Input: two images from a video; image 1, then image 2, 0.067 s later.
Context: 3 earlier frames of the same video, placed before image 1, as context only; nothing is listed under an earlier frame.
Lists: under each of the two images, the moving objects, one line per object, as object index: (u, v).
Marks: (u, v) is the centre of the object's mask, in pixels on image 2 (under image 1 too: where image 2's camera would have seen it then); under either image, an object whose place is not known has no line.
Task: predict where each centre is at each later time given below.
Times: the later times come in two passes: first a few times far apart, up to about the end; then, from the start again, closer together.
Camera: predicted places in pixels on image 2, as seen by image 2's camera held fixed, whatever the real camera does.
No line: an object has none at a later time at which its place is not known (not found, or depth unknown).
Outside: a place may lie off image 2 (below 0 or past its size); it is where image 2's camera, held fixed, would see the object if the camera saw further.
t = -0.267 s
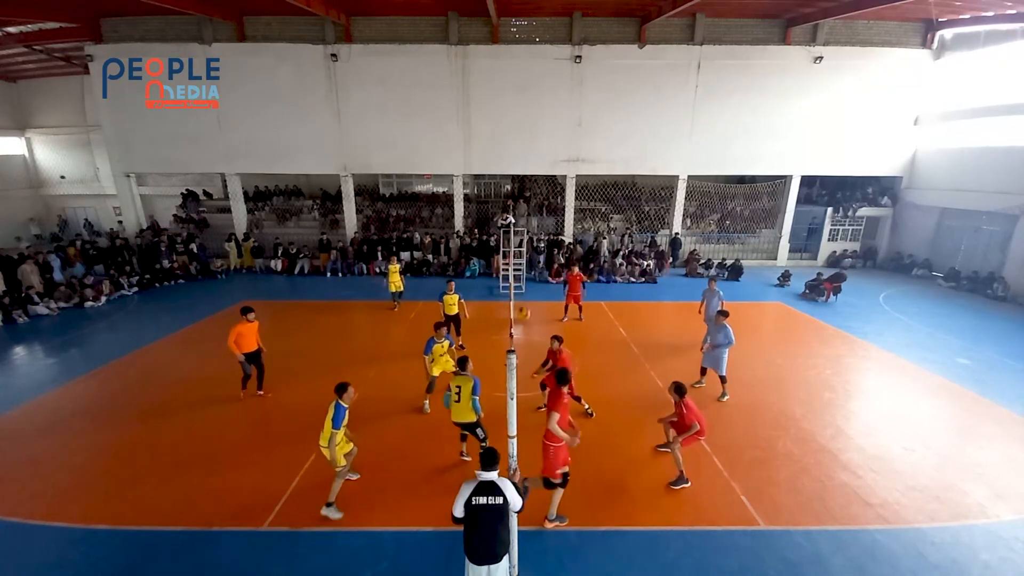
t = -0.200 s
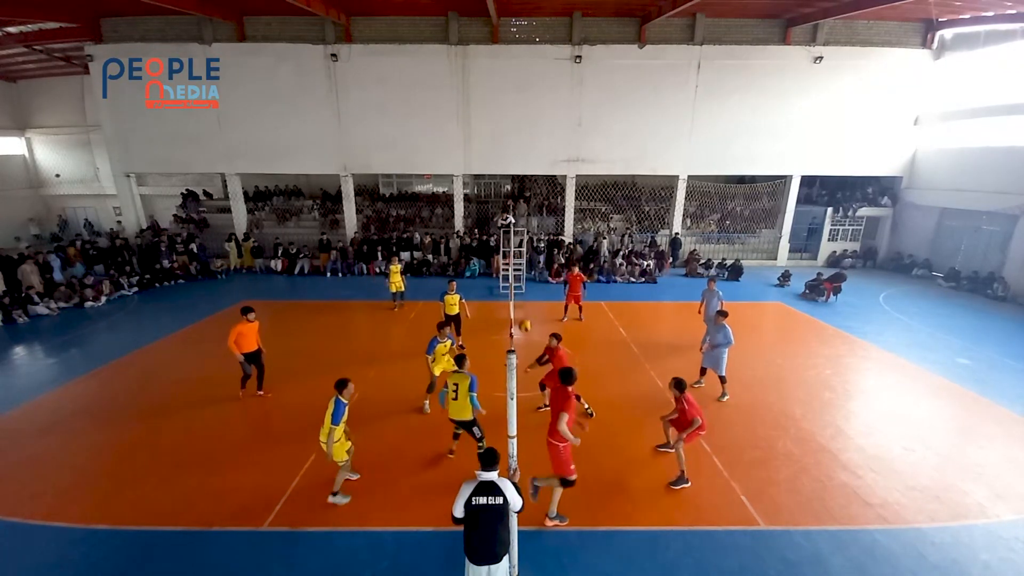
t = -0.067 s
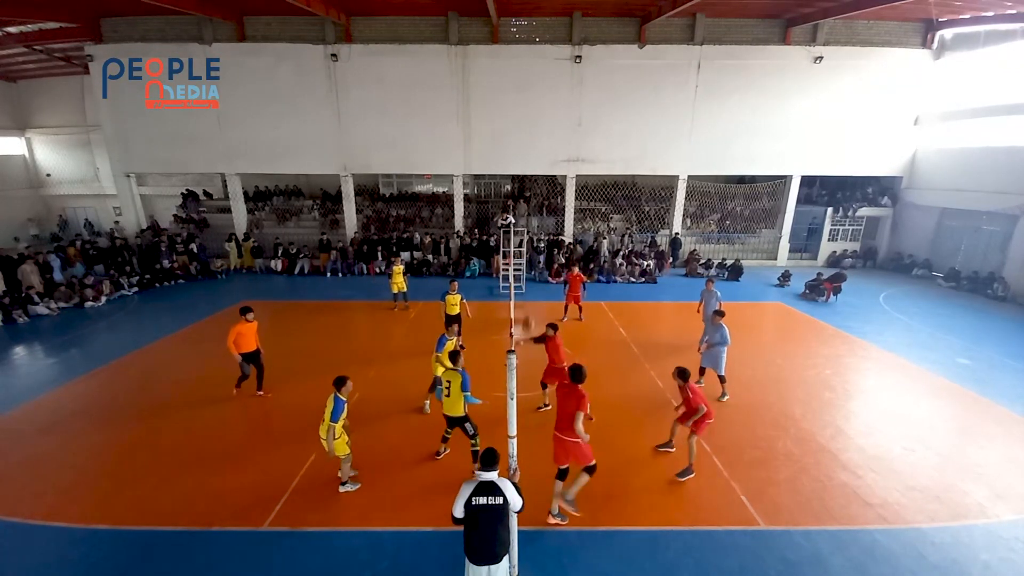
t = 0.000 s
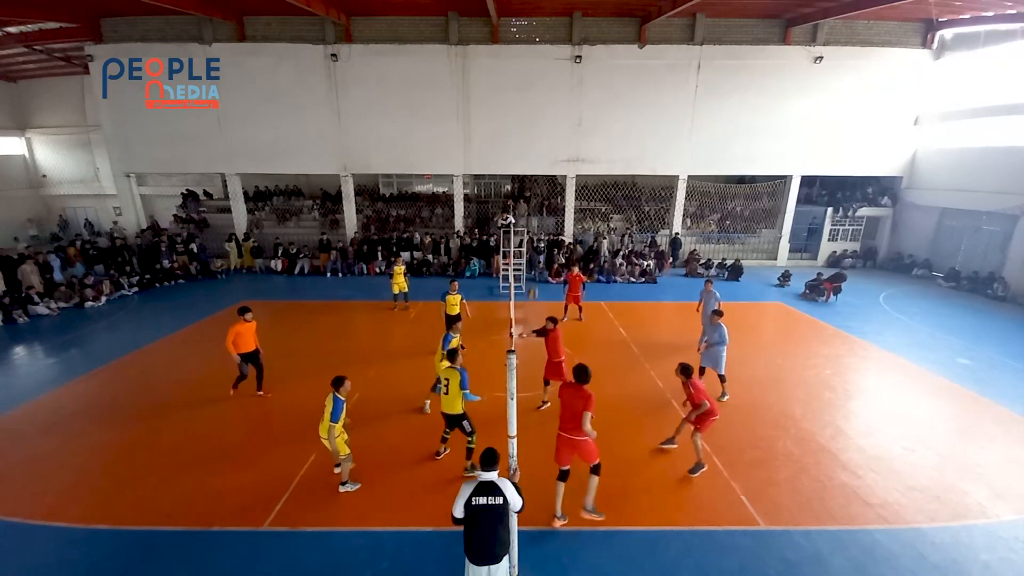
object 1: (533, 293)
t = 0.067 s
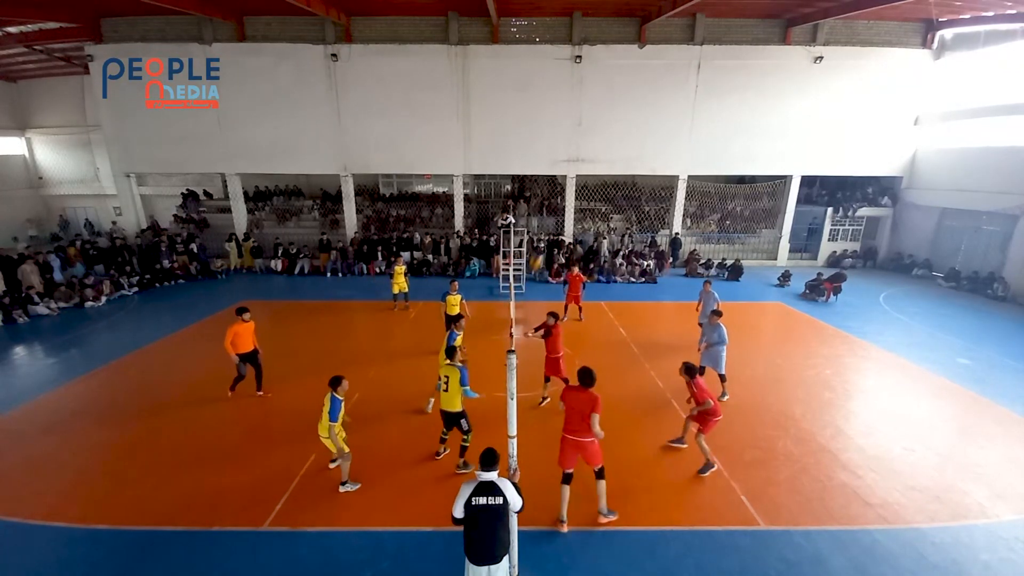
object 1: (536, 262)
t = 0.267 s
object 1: (550, 181)
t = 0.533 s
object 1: (566, 103)
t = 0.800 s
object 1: (583, 73)
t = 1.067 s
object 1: (598, 98)
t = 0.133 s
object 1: (541, 232)
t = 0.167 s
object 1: (543, 218)
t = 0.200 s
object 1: (545, 205)
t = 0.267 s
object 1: (550, 181)
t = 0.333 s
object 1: (552, 158)
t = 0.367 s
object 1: (555, 146)
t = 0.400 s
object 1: (557, 137)
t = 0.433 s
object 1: (559, 127)
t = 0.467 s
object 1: (561, 119)
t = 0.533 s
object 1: (566, 103)
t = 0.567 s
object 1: (568, 97)
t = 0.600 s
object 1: (571, 91)
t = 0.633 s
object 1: (572, 86)
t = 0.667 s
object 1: (575, 82)
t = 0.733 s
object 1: (579, 76)
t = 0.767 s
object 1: (581, 74)
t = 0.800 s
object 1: (583, 73)
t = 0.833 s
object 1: (585, 73)
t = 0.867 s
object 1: (587, 74)
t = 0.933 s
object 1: (591, 79)
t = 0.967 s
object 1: (593, 82)
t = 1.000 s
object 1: (594, 86)
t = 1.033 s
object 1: (596, 91)
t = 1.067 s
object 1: (598, 98)
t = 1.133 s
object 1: (601, 112)
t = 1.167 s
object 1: (602, 120)
